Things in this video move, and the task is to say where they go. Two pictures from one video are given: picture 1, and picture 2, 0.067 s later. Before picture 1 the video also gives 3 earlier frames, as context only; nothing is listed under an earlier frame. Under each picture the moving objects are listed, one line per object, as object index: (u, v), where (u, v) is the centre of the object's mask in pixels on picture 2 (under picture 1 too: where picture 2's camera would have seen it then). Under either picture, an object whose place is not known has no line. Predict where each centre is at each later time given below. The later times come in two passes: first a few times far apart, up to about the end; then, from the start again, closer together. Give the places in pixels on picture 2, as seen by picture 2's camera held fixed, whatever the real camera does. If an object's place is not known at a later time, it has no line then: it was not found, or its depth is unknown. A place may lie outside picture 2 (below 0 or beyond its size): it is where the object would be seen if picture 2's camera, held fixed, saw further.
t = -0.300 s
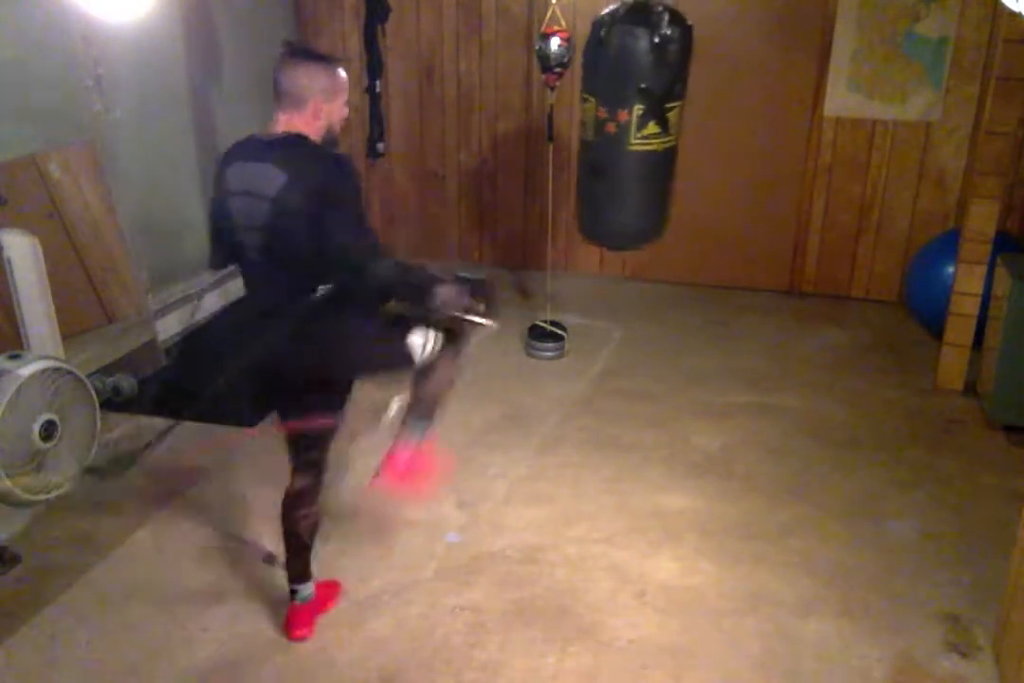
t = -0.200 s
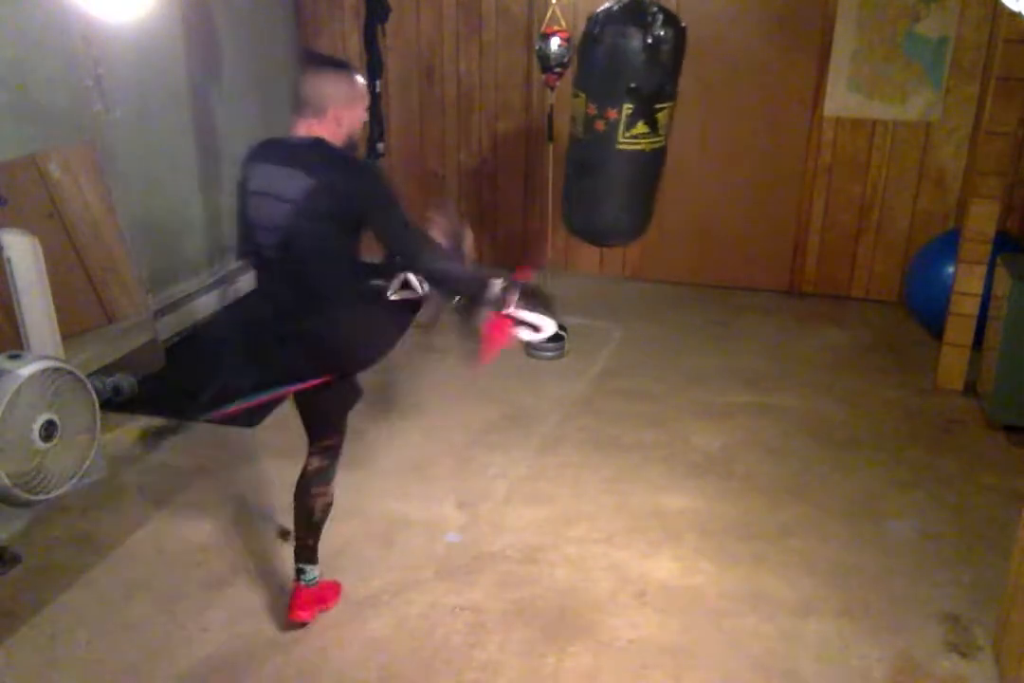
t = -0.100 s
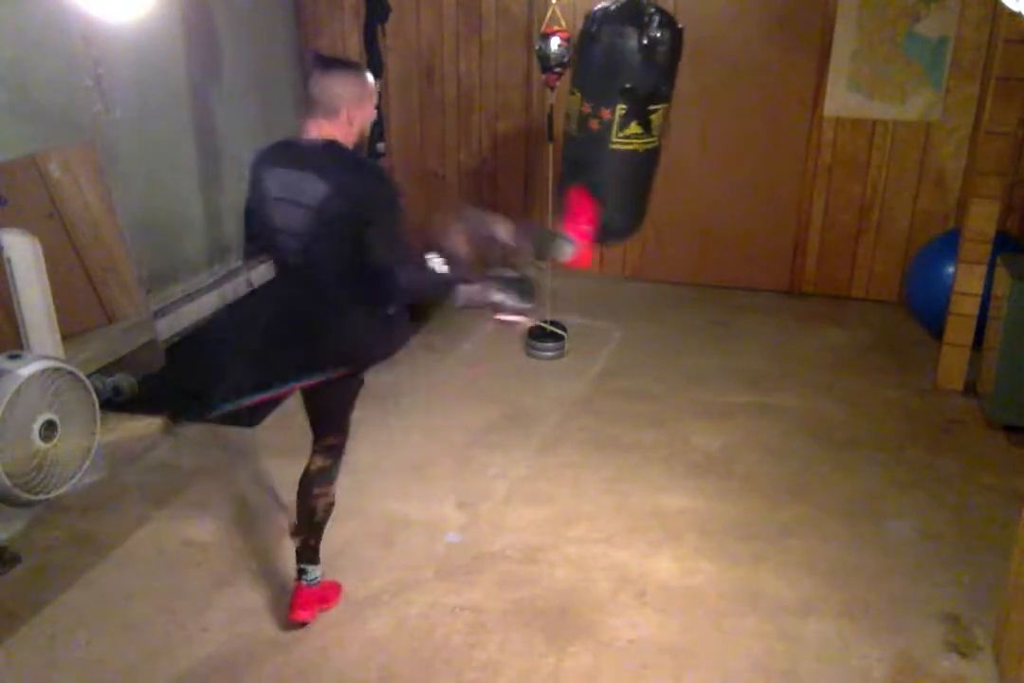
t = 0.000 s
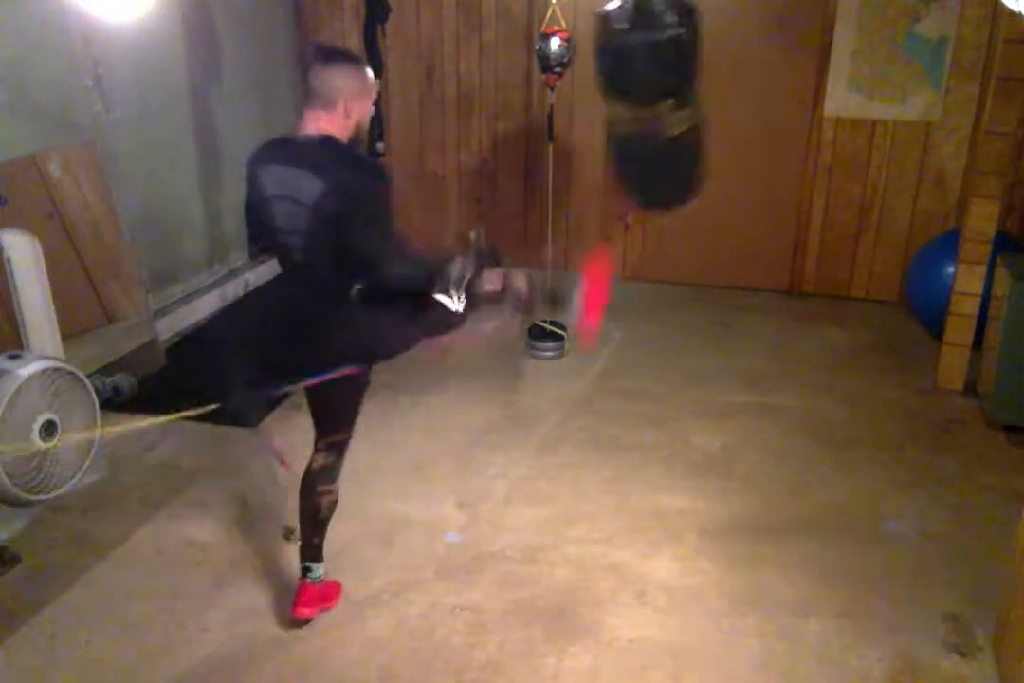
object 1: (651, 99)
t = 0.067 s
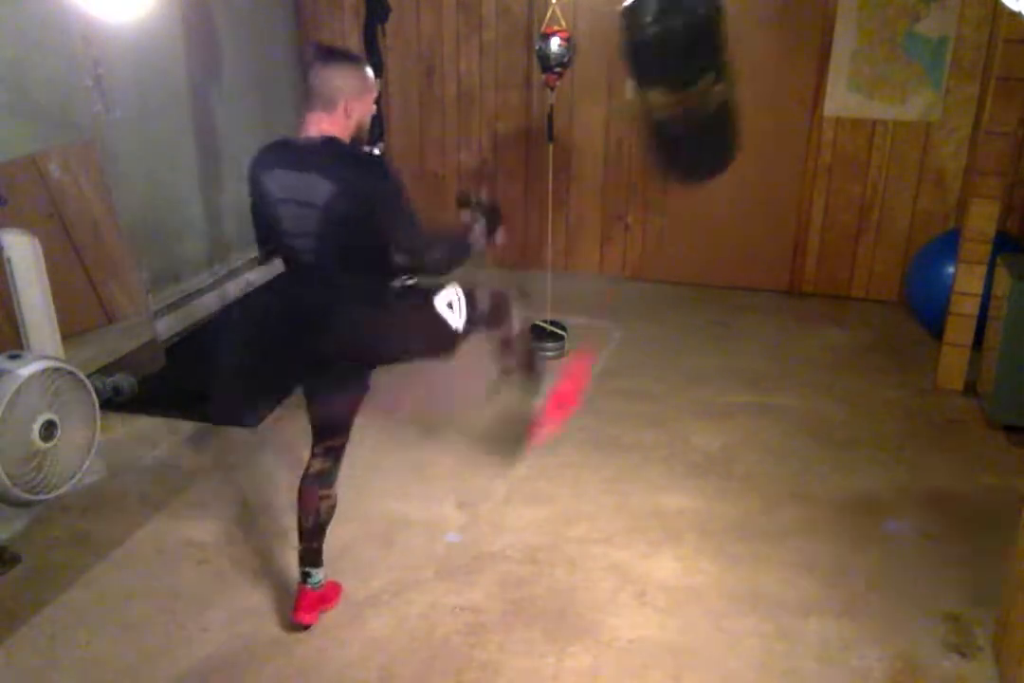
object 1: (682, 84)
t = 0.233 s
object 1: (734, 43)
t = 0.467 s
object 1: (765, 31)
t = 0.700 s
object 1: (741, 90)
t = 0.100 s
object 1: (695, 76)
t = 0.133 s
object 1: (707, 68)
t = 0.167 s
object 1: (717, 59)
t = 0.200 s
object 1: (726, 51)
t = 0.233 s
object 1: (734, 43)
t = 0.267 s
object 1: (741, 37)
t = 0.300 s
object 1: (746, 32)
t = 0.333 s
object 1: (751, 30)
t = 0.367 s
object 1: (755, 29)
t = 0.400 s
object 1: (759, 28)
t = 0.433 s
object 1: (762, 29)
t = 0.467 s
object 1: (765, 31)
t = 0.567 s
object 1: (767, 50)
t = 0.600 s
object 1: (764, 58)
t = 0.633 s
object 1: (759, 69)
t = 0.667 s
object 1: (752, 79)
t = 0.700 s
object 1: (741, 90)
